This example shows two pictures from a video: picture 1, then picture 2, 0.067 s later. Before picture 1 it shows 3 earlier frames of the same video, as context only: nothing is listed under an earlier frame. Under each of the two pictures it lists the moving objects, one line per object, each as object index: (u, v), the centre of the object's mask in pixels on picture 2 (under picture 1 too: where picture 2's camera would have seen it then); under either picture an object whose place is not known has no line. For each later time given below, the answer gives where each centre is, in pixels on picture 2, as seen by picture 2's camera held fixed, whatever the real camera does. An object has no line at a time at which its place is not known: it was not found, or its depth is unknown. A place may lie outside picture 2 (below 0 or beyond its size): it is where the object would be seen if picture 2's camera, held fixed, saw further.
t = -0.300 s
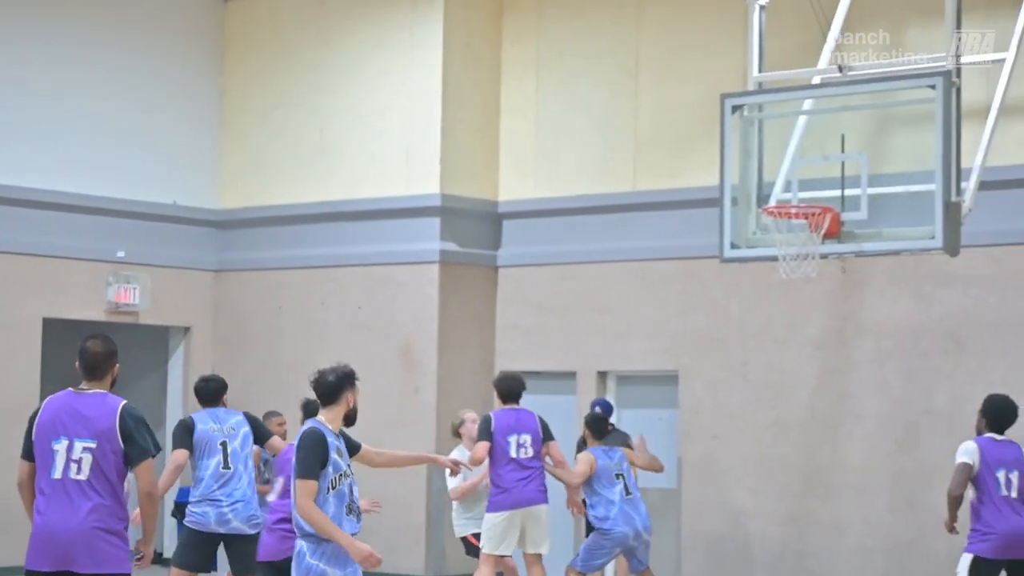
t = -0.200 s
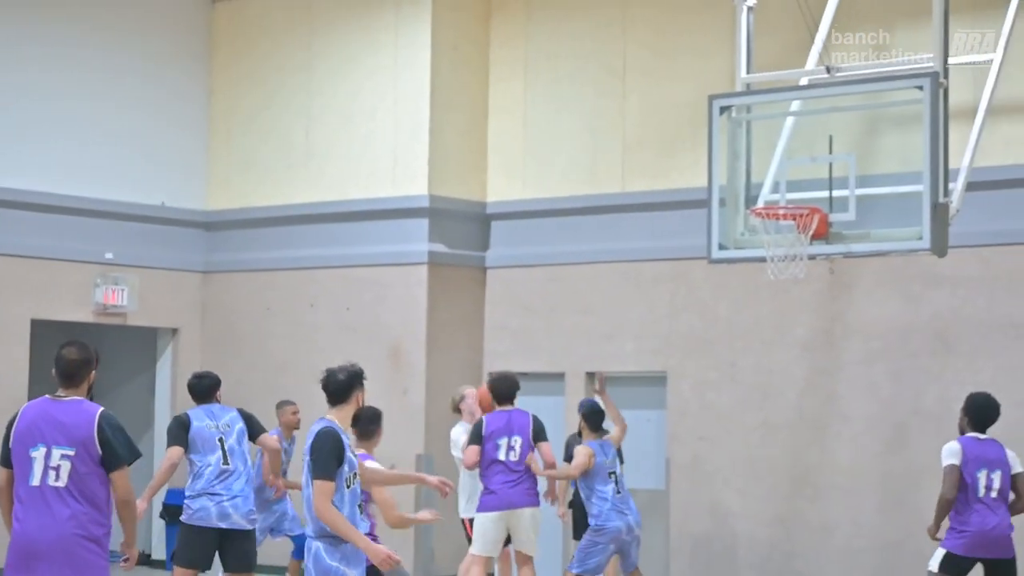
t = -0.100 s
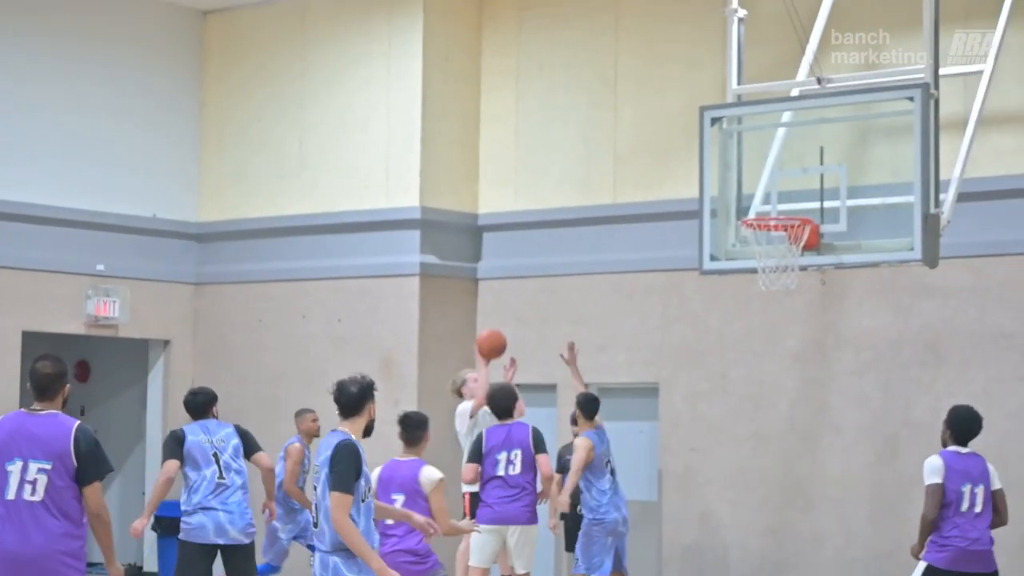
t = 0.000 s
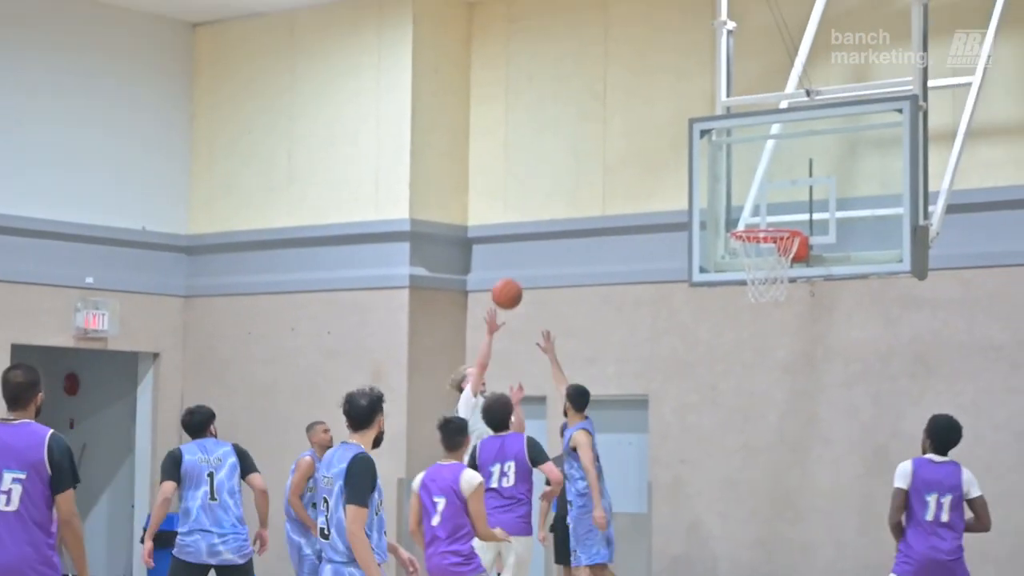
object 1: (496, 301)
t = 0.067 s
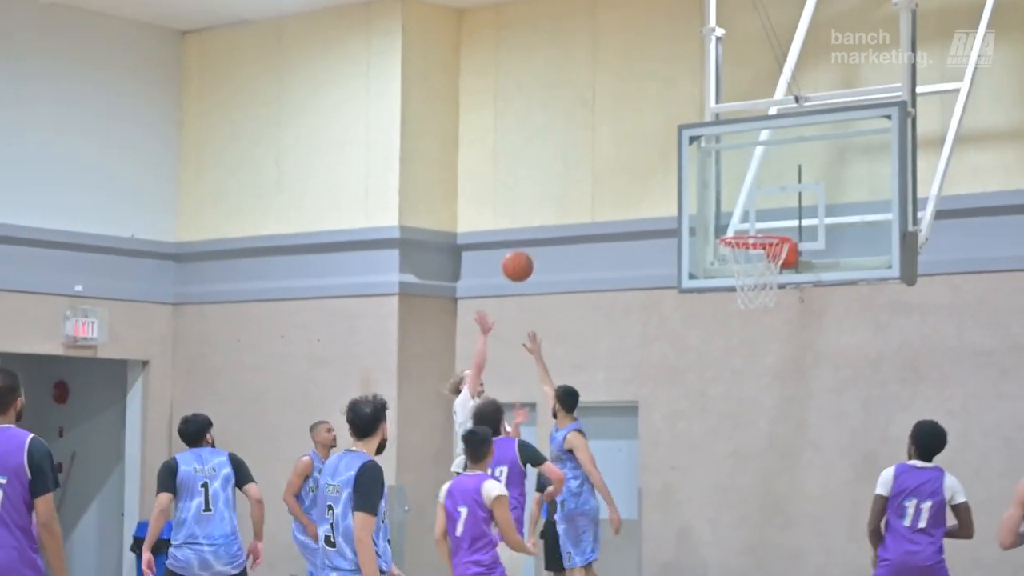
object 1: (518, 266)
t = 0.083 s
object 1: (523, 257)
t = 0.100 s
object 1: (528, 251)
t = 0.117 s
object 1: (534, 244)
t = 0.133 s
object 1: (539, 237)
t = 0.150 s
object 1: (545, 231)
